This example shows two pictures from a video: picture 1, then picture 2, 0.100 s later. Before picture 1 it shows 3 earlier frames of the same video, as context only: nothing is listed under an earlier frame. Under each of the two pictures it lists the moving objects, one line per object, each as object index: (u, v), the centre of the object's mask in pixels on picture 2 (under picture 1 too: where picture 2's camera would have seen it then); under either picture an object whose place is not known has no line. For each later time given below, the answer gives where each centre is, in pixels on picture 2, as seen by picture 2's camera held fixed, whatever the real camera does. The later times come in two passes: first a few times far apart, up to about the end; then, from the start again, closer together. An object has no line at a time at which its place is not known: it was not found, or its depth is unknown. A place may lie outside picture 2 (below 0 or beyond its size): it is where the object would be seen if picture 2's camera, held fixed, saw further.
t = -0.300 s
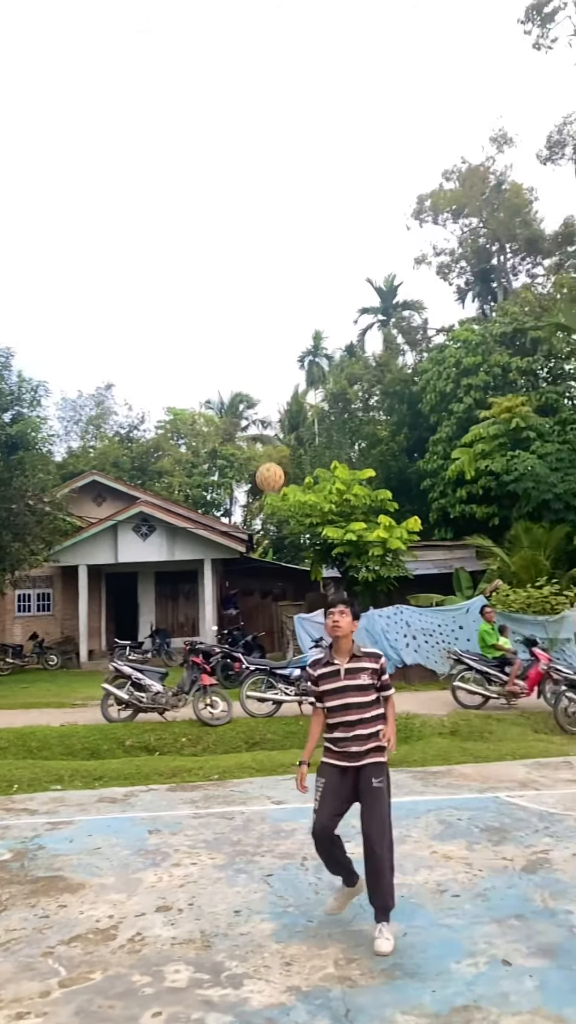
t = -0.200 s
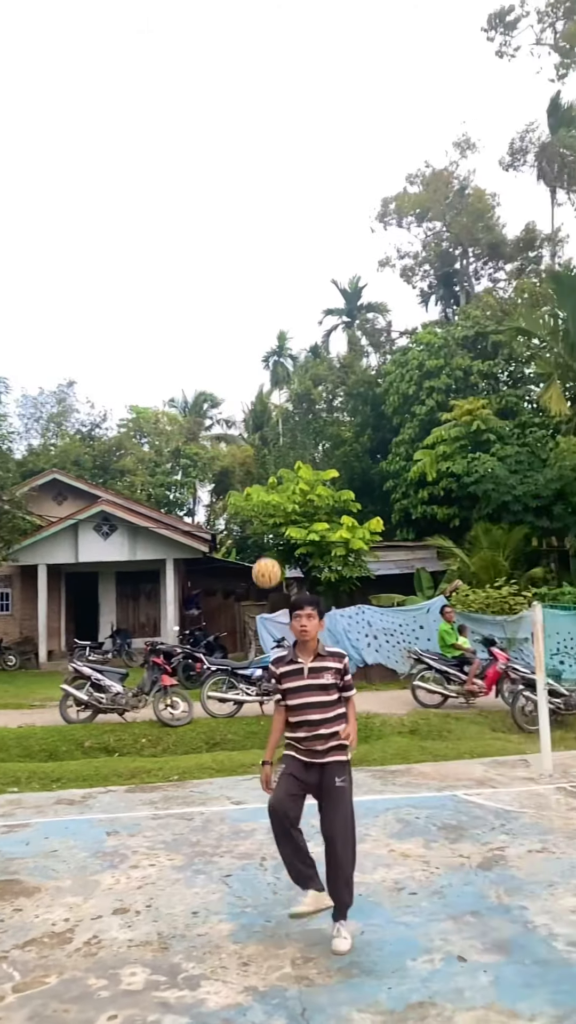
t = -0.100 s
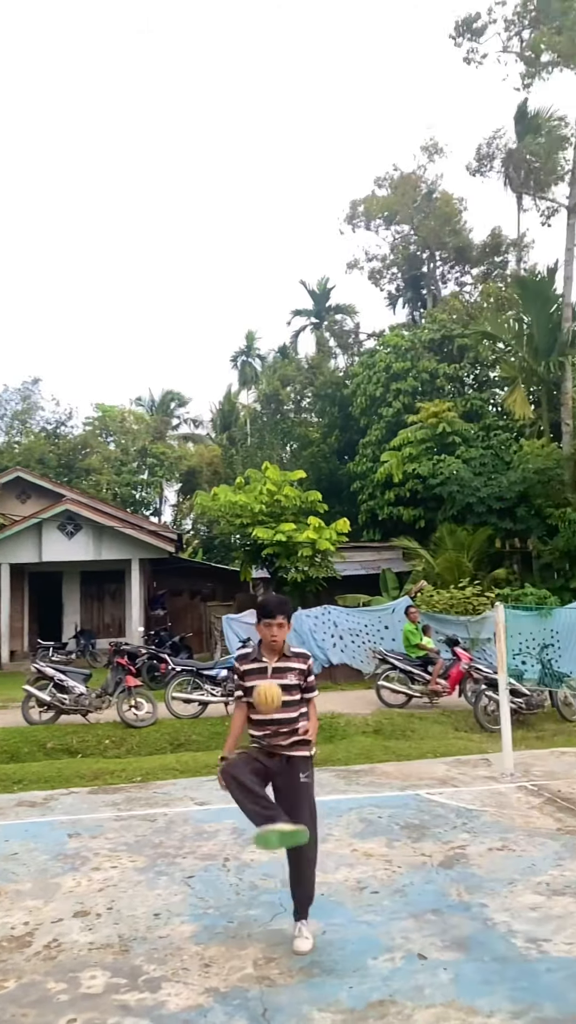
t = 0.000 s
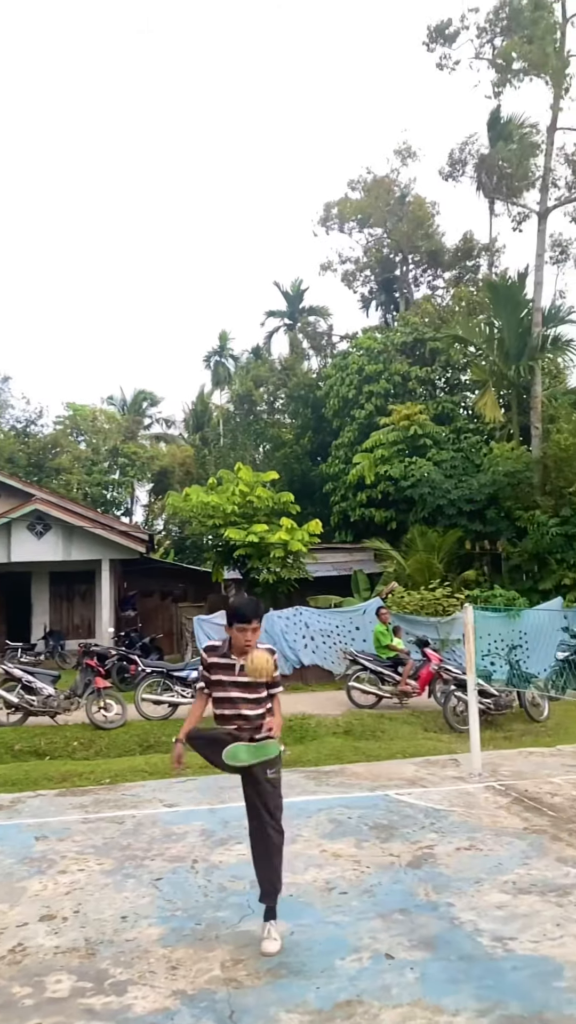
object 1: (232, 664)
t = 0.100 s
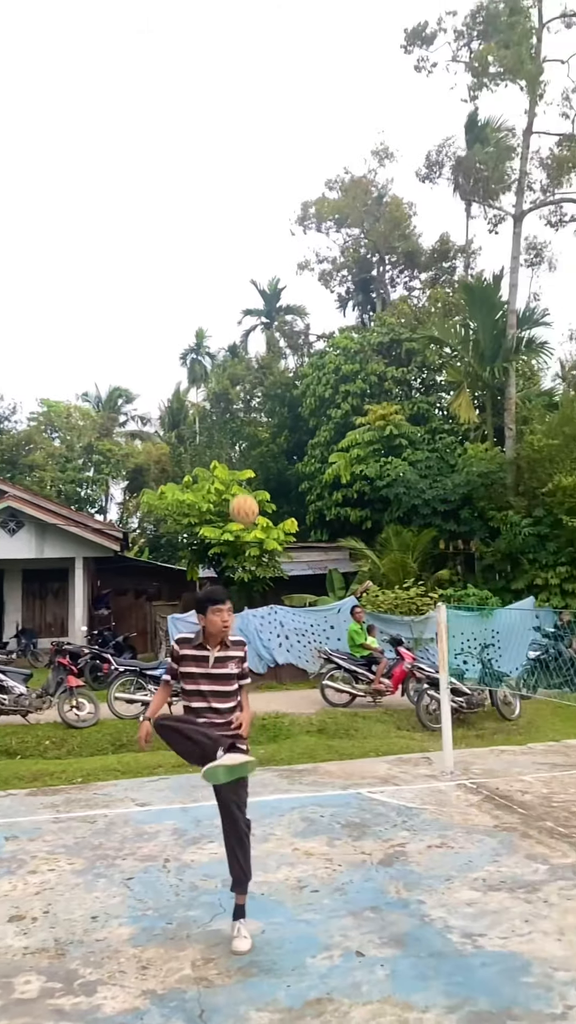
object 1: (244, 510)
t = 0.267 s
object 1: (262, 315)
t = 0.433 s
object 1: (283, 182)
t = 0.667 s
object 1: (313, 100)
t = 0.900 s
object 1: (345, 120)
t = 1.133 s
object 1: (377, 246)
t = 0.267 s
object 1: (262, 315)
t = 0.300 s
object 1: (266, 285)
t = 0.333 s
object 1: (269, 255)
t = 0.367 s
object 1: (274, 226)
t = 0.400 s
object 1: (278, 203)
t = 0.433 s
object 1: (283, 182)
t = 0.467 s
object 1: (287, 164)
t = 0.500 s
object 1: (291, 148)
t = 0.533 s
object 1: (295, 134)
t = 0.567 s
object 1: (300, 122)
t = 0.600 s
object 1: (304, 113)
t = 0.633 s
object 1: (308, 105)
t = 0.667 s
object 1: (313, 100)
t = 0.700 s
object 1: (317, 97)
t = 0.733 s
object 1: (322, 95)
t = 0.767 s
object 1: (326, 96)
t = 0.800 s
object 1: (331, 99)
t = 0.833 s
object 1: (336, 104)
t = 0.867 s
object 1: (341, 111)
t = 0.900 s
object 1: (345, 120)
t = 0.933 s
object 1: (349, 132)
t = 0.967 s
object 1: (353, 145)
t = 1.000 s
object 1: (356, 161)
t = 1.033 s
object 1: (361, 178)
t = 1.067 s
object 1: (366, 198)
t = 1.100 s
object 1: (371, 220)
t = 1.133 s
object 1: (377, 246)
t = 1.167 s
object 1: (381, 274)
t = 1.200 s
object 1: (388, 302)
